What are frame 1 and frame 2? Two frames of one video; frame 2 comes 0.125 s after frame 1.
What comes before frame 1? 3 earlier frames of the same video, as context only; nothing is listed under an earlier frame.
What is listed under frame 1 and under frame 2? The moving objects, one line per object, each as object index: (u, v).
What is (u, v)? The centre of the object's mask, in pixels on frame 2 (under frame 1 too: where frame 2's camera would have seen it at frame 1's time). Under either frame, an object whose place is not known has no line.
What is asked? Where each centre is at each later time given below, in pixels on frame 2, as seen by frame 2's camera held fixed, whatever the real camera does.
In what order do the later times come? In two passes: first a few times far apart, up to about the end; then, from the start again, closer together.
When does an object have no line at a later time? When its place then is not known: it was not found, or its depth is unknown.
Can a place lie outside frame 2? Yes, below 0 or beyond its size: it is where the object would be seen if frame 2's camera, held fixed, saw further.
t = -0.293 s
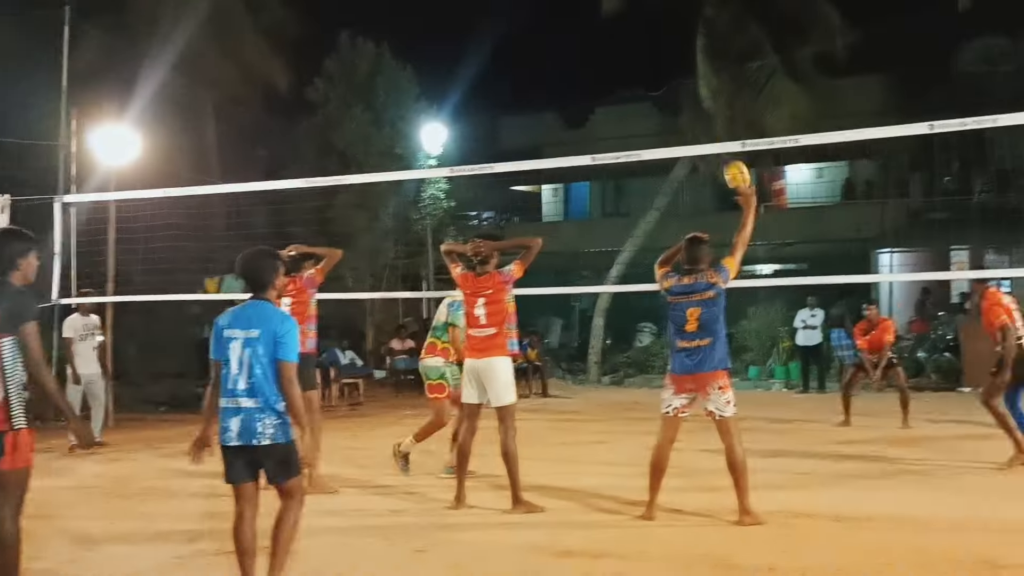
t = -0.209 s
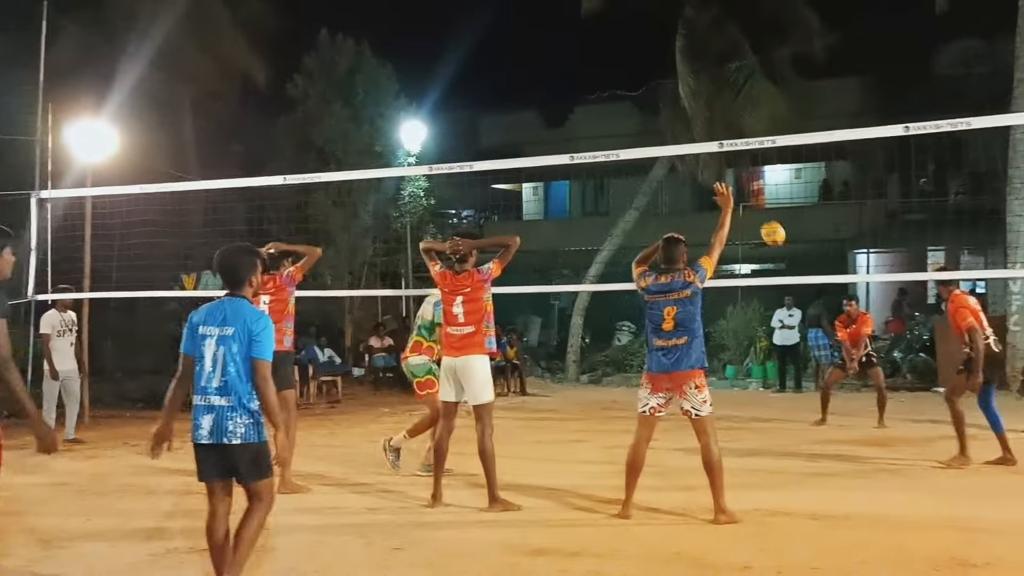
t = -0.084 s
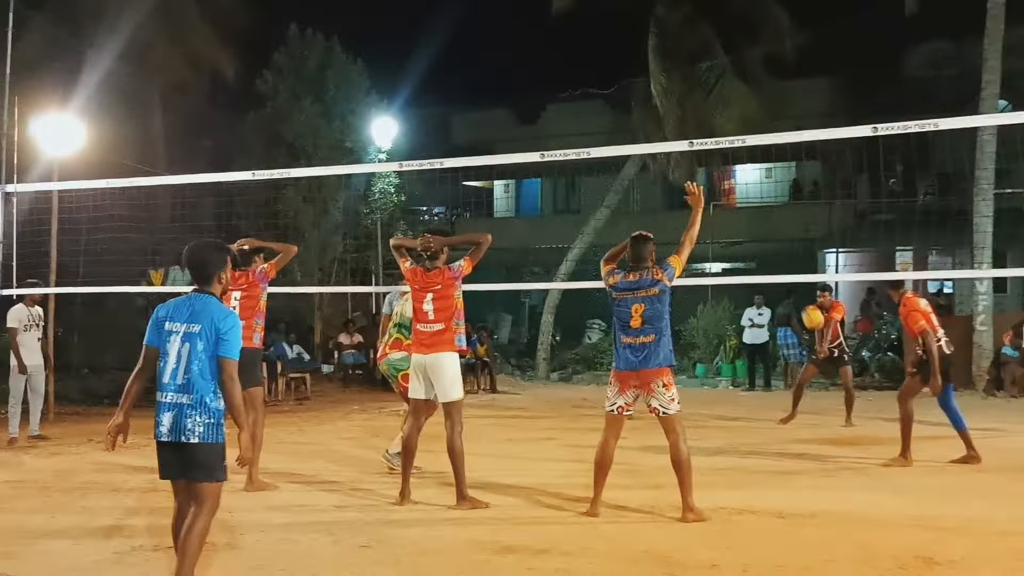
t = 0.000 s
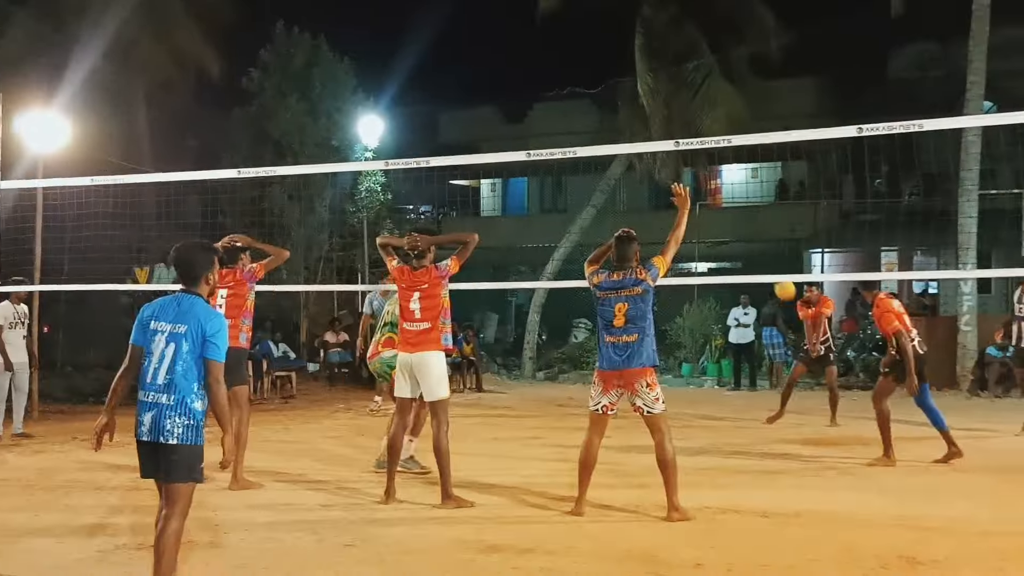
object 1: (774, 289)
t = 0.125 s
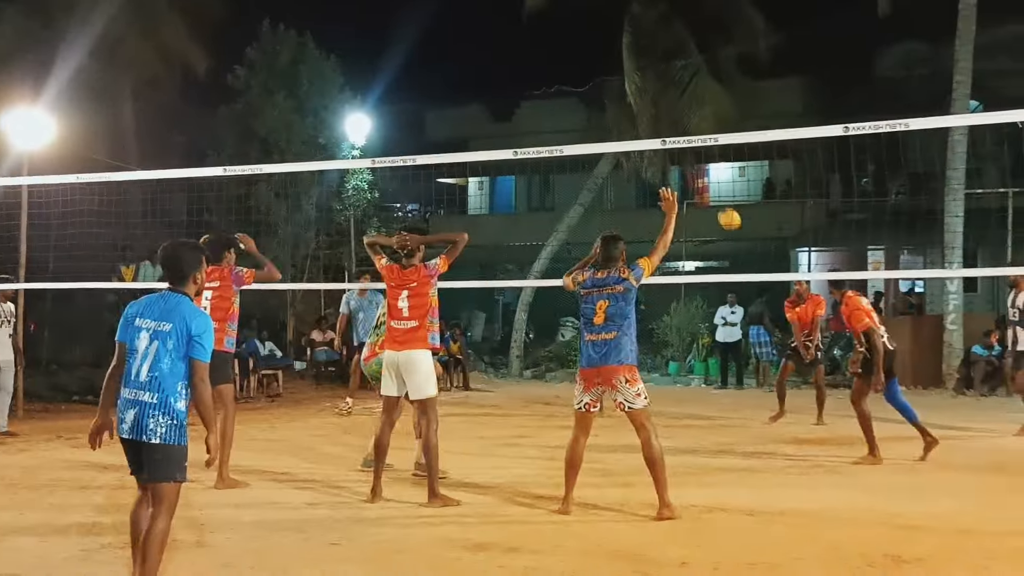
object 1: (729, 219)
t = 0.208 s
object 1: (697, 180)
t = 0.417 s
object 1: (623, 106)
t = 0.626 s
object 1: (544, 72)
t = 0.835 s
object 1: (466, 78)
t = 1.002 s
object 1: (402, 113)
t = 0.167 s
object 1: (713, 200)
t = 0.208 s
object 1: (697, 180)
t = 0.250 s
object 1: (683, 162)
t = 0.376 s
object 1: (637, 118)
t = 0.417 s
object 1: (623, 106)
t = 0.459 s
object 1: (607, 96)
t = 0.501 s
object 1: (591, 88)
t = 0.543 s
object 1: (576, 80)
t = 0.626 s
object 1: (544, 72)
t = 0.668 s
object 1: (528, 70)
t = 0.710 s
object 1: (512, 69)
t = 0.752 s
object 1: (497, 71)
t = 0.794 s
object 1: (481, 73)
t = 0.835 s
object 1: (466, 78)
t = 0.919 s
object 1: (432, 93)
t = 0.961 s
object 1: (418, 102)
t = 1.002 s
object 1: (402, 113)
